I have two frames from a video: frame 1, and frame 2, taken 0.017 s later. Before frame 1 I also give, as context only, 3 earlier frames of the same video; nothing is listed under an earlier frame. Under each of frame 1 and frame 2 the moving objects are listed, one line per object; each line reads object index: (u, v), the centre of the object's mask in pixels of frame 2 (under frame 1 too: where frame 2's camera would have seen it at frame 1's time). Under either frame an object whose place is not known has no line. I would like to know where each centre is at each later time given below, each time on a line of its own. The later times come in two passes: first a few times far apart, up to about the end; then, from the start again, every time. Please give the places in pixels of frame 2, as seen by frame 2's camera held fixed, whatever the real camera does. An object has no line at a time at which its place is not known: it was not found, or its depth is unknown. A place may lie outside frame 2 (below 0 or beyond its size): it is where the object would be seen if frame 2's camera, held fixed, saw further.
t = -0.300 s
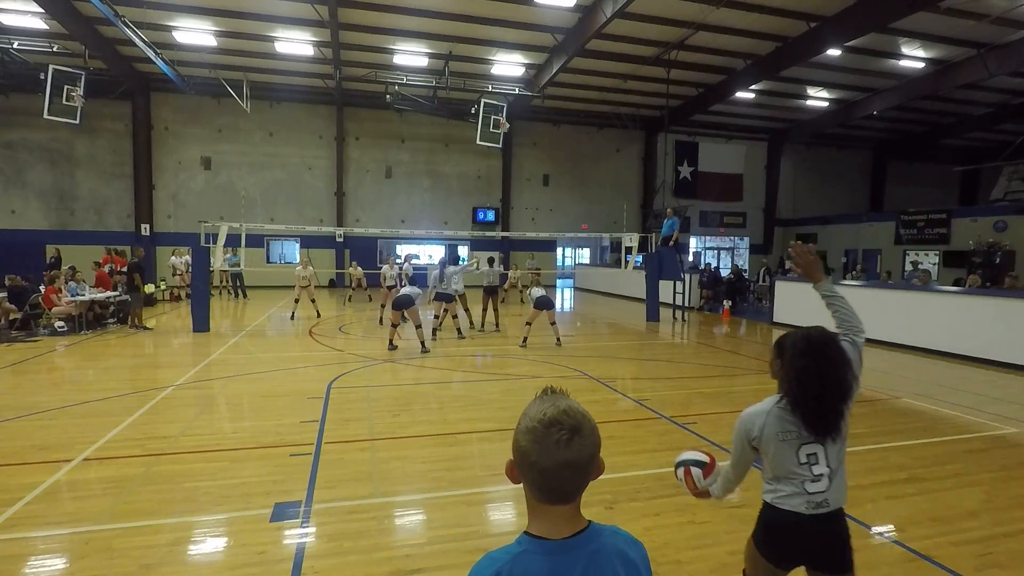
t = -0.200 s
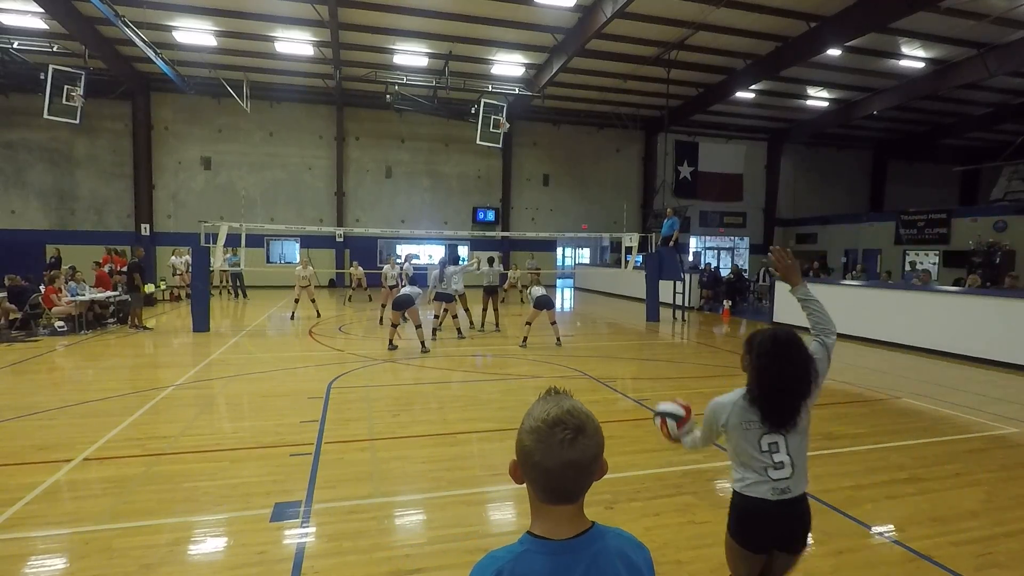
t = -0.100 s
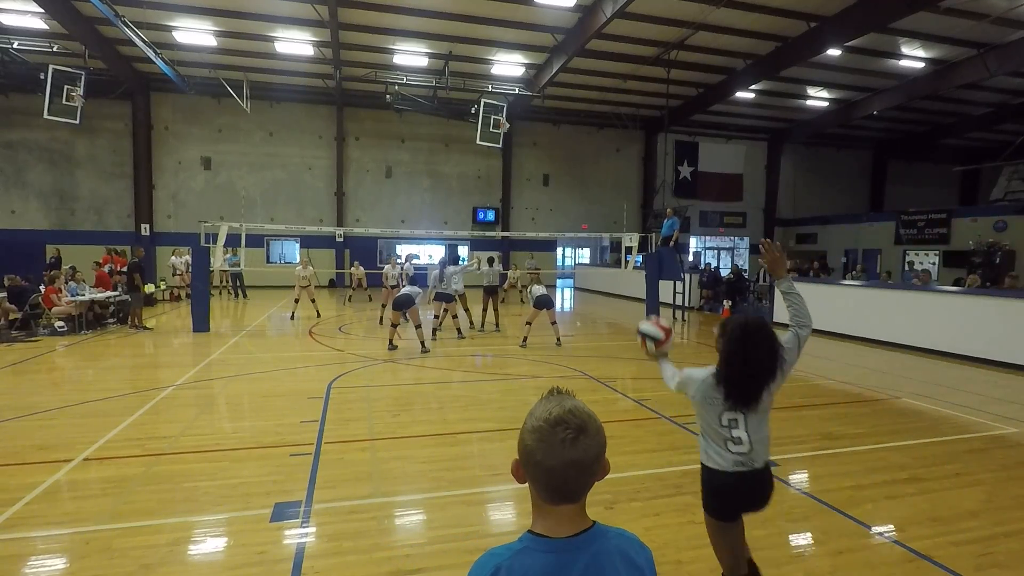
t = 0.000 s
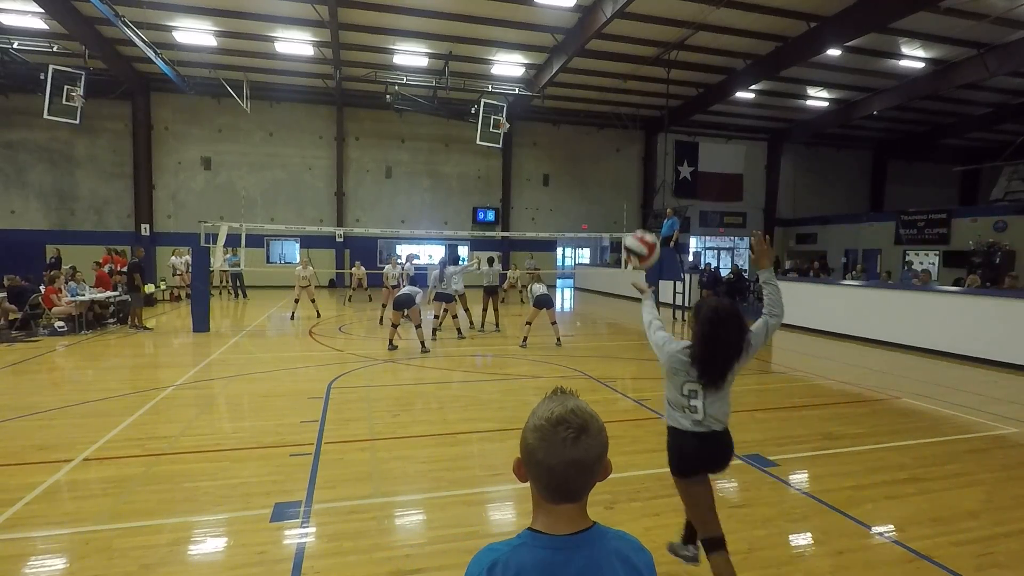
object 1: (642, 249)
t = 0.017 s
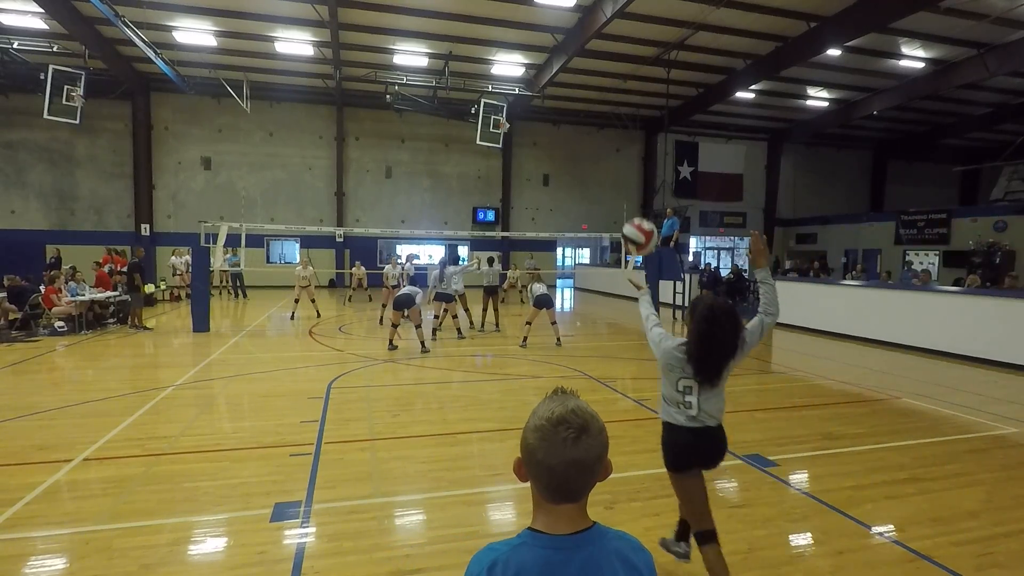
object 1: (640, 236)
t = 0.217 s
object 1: (614, 132)
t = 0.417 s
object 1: (590, 100)
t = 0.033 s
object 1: (637, 225)
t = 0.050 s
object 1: (635, 214)
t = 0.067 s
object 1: (633, 203)
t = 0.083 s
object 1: (630, 193)
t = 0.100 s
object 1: (628, 184)
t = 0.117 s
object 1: (626, 175)
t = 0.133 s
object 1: (624, 166)
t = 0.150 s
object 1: (622, 158)
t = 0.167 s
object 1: (620, 151)
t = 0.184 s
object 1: (618, 144)
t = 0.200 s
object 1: (616, 138)
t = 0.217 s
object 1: (614, 132)
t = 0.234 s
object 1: (612, 127)
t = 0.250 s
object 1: (610, 122)
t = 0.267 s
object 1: (608, 118)
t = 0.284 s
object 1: (606, 114)
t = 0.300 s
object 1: (604, 111)
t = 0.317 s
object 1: (602, 108)
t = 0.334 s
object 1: (600, 105)
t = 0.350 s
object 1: (598, 104)
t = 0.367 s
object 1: (596, 102)
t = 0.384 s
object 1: (594, 101)
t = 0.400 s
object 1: (592, 100)
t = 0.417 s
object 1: (590, 100)
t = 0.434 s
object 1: (588, 100)
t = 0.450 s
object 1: (586, 101)
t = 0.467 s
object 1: (584, 102)
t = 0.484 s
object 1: (582, 103)
